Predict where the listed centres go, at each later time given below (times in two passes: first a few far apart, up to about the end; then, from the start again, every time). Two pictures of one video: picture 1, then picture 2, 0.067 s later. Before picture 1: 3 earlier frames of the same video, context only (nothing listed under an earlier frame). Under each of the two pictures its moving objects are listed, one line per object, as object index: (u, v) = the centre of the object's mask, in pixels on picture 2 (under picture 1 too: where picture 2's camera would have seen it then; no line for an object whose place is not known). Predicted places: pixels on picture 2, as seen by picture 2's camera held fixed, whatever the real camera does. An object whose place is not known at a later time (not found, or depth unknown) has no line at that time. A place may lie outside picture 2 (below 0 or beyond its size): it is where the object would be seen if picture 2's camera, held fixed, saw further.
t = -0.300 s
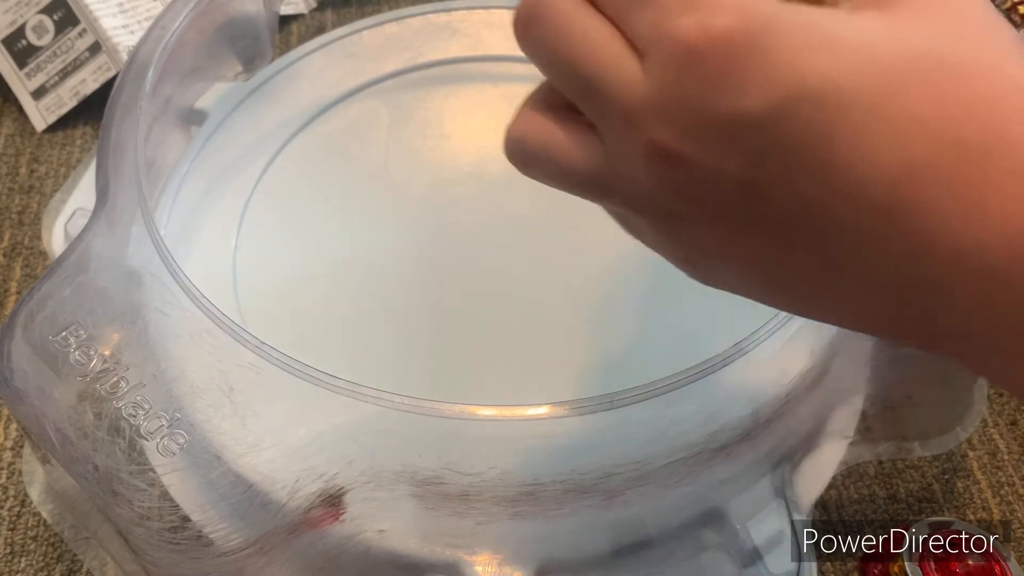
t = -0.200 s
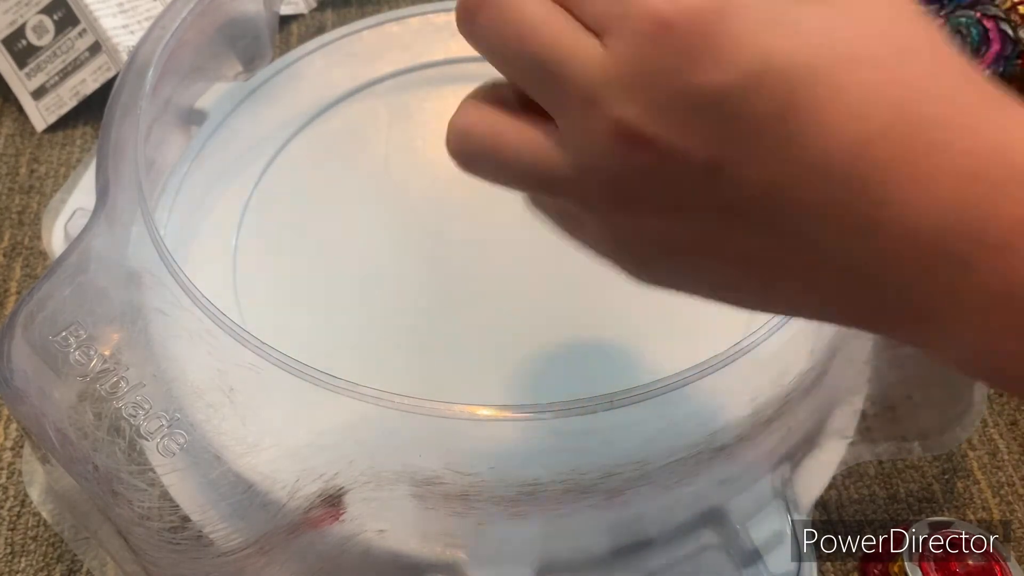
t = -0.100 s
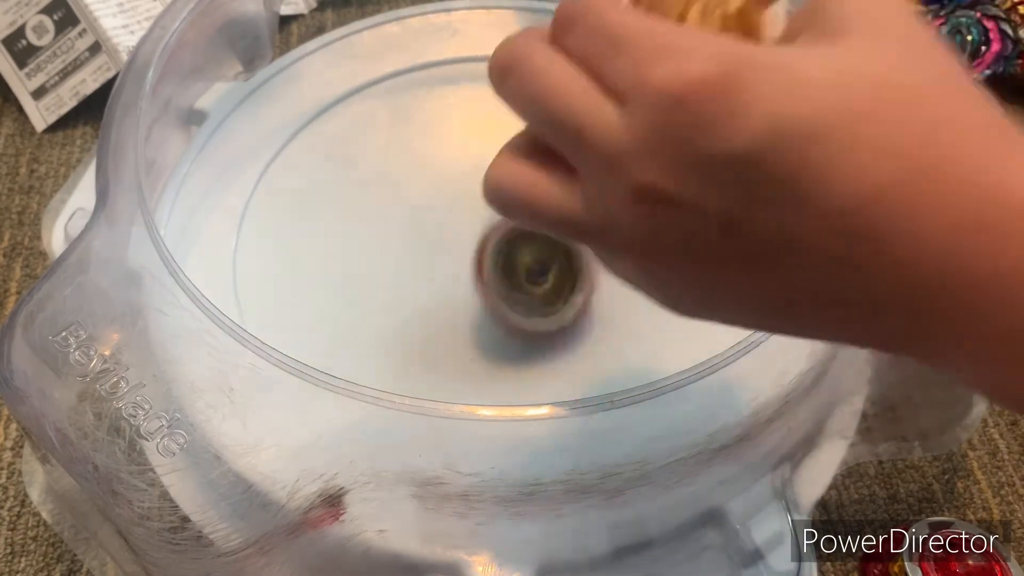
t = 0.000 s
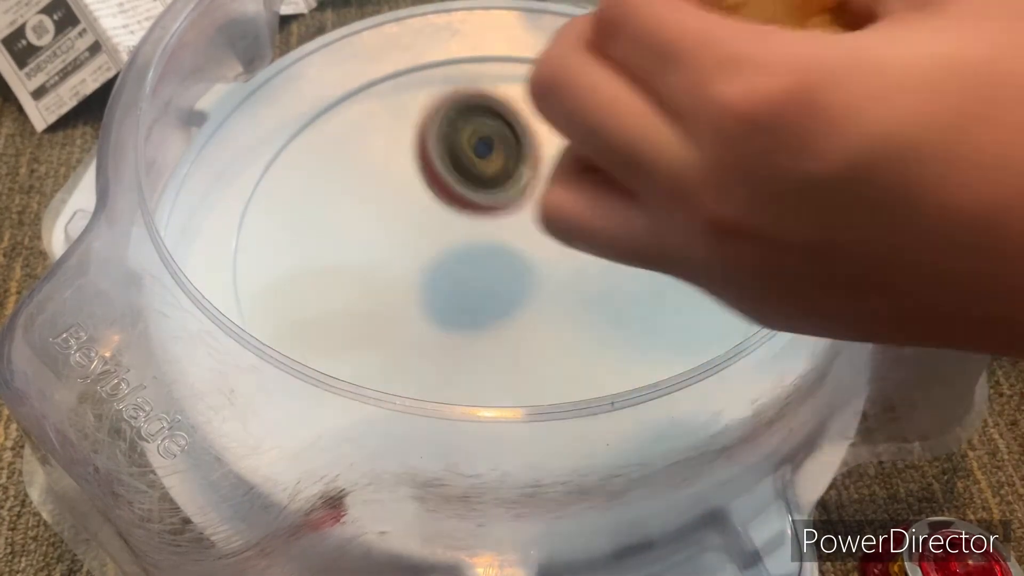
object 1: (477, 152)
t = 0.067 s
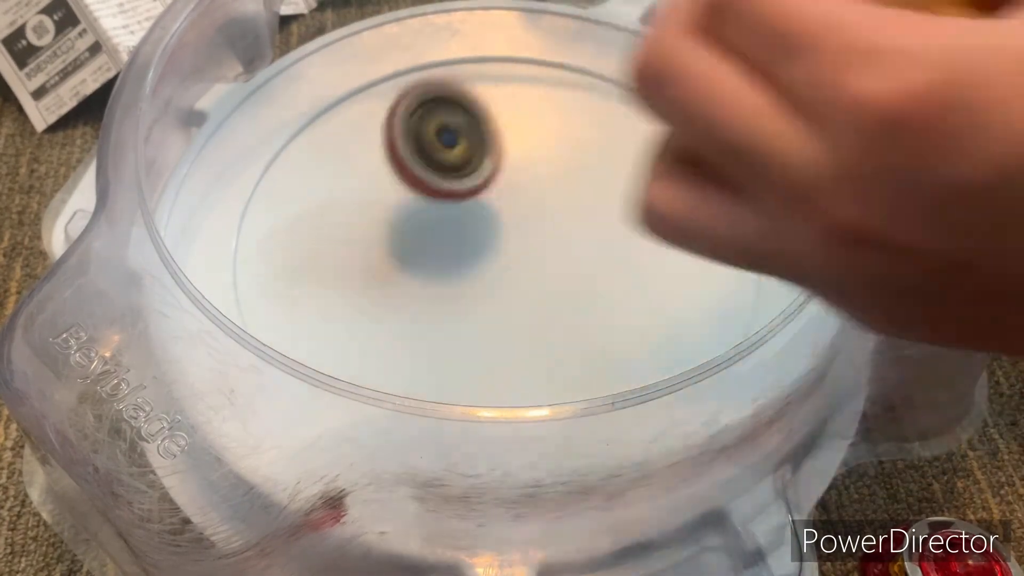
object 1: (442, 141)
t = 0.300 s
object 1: (426, 106)
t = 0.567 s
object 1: (557, 194)
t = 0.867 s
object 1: (606, 264)
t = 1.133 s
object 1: (449, 206)
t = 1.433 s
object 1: (457, 96)
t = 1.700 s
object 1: (517, 125)
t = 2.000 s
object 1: (569, 260)
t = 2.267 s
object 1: (569, 284)
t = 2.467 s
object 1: (553, 228)
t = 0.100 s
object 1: (430, 155)
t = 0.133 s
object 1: (423, 123)
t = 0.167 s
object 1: (419, 102)
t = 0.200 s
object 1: (417, 98)
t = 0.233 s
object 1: (416, 110)
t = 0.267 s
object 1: (420, 104)
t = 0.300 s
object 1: (426, 106)
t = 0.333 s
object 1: (434, 116)
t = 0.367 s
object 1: (446, 124)
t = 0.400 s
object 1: (459, 134)
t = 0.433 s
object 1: (476, 145)
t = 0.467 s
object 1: (495, 158)
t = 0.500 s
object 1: (515, 170)
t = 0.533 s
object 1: (536, 182)
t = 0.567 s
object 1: (557, 194)
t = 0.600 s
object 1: (578, 206)
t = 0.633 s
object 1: (597, 216)
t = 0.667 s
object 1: (613, 226)
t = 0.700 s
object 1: (623, 233)
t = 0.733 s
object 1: (630, 241)
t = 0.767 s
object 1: (632, 251)
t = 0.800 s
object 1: (628, 255)
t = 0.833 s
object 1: (619, 261)
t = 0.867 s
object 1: (606, 264)
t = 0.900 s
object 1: (588, 266)
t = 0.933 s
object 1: (567, 264)
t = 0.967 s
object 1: (544, 259)
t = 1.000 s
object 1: (521, 252)
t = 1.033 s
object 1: (499, 243)
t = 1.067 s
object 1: (480, 231)
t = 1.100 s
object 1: (463, 219)
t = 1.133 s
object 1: (449, 206)
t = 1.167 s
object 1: (438, 192)
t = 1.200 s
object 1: (431, 178)
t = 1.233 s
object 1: (427, 163)
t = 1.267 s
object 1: (427, 149)
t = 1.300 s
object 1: (431, 135)
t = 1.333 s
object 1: (436, 122)
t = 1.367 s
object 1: (443, 112)
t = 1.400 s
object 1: (450, 102)
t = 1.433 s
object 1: (457, 96)
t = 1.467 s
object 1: (465, 91)
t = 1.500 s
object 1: (472, 89)
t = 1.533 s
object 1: (480, 90)
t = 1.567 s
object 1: (488, 93)
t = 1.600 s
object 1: (495, 98)
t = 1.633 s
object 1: (503, 106)
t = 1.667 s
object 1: (511, 115)
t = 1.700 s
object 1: (517, 125)
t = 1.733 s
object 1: (525, 139)
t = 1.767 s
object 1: (532, 154)
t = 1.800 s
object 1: (538, 169)
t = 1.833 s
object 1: (545, 185)
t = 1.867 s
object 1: (551, 201)
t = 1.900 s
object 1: (556, 217)
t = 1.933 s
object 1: (561, 233)
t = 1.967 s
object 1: (566, 247)
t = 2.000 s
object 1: (569, 260)
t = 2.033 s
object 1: (573, 270)
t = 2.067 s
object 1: (575, 279)
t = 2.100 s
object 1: (576, 285)
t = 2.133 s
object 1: (576, 289)
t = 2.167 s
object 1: (576, 292)
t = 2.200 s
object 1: (574, 292)
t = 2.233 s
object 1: (571, 289)
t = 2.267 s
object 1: (569, 284)
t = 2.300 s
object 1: (566, 278)
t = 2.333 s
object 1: (563, 270)
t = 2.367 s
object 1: (559, 260)
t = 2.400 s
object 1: (557, 250)
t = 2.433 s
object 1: (554, 239)
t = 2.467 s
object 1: (553, 228)
